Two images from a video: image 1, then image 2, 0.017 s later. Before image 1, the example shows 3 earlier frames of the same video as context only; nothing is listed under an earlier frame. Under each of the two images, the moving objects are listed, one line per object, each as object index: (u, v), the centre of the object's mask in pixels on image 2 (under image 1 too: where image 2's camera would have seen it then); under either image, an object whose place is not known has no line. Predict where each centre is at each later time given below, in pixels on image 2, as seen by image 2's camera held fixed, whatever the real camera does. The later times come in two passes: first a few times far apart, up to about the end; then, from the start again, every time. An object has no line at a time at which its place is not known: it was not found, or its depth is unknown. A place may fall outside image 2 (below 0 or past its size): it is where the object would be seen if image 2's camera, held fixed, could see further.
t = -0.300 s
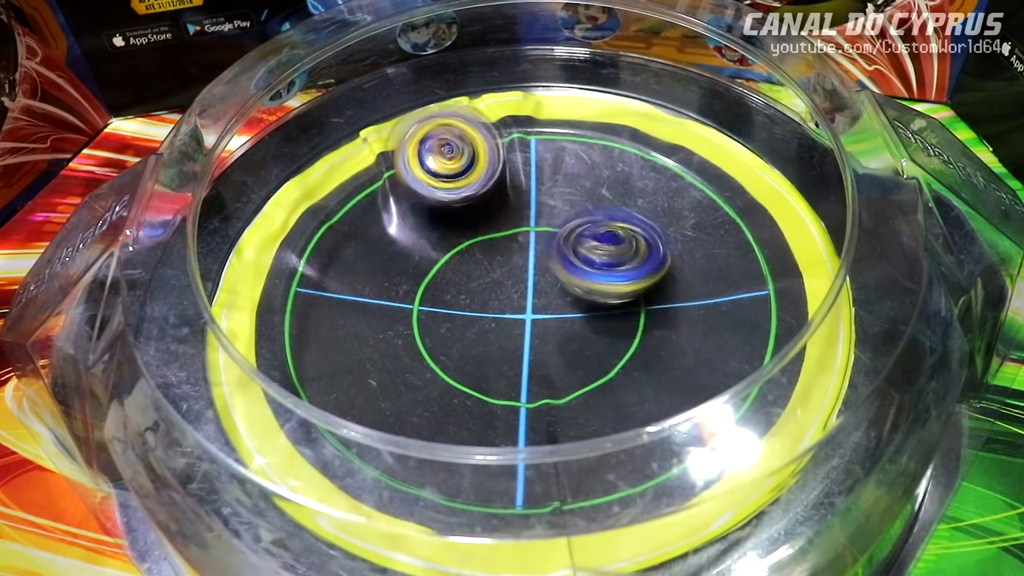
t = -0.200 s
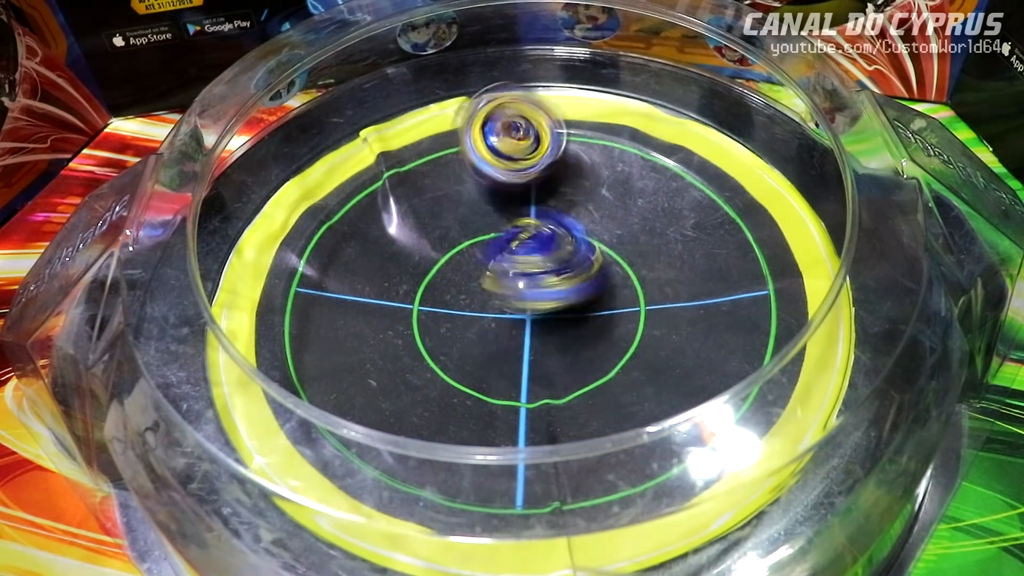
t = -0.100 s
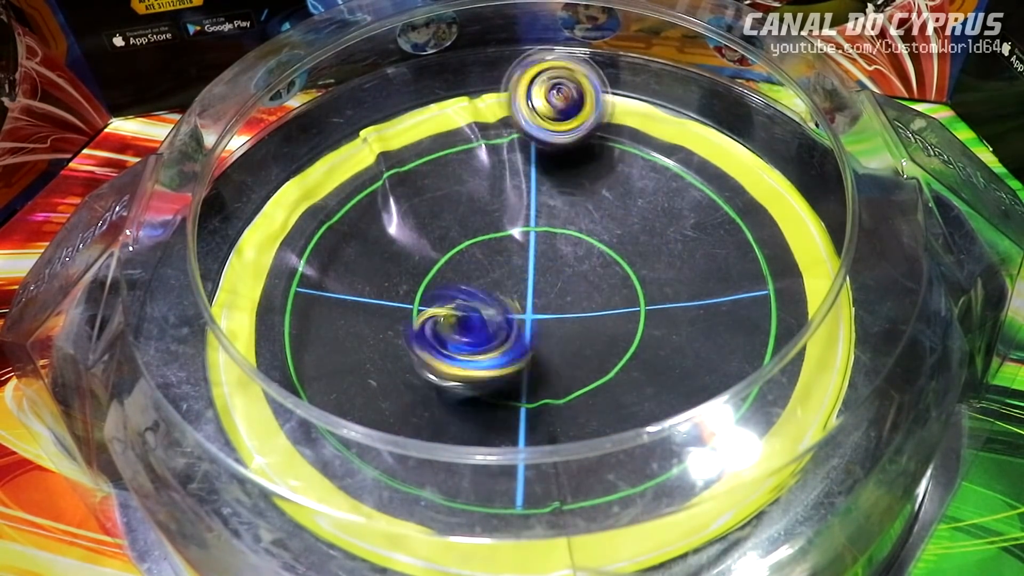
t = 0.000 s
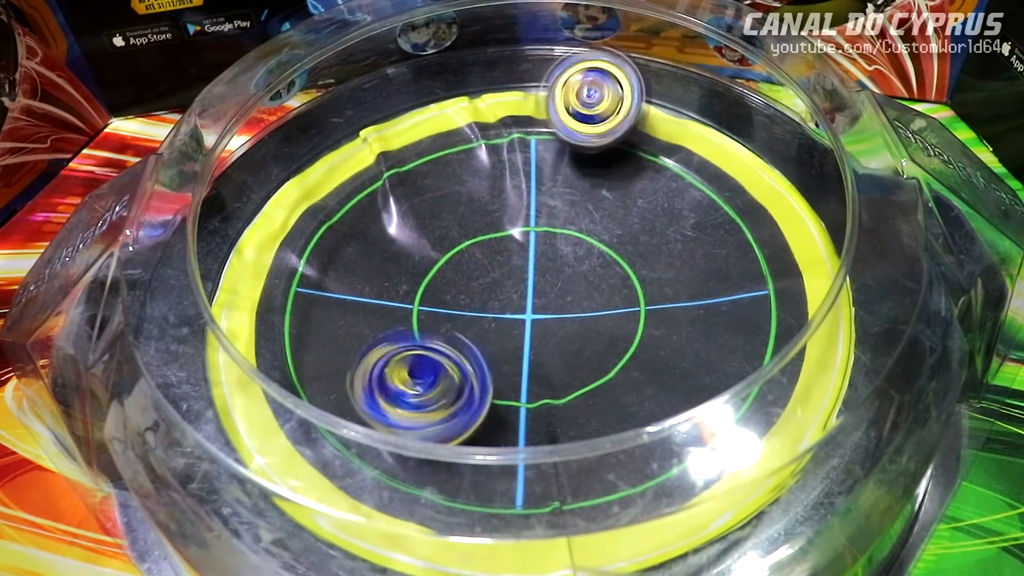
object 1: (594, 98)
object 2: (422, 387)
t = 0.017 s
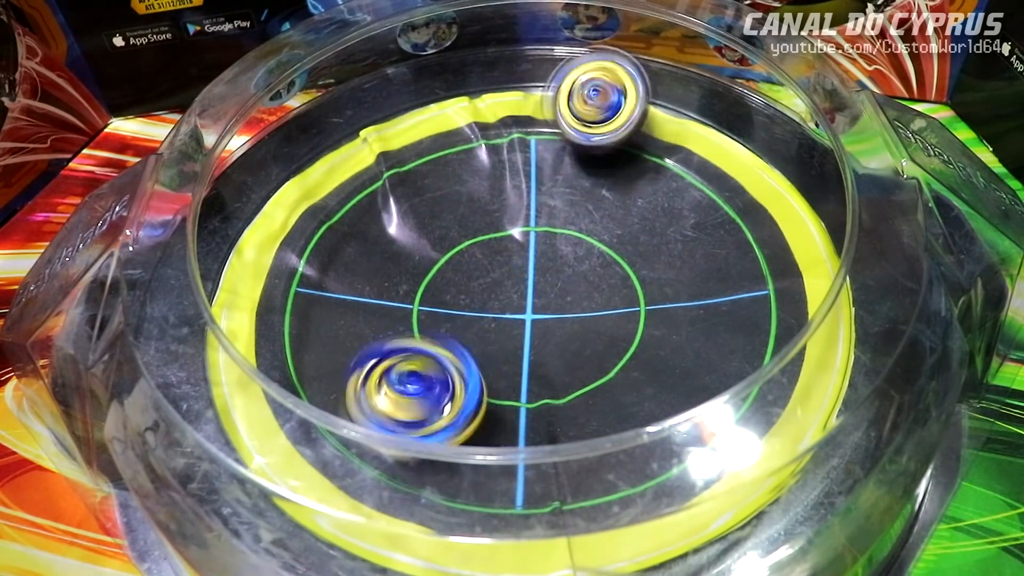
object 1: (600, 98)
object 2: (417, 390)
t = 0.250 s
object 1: (633, 169)
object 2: (489, 364)
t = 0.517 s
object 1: (553, 237)
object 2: (508, 346)
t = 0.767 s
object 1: (456, 209)
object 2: (538, 305)
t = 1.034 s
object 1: (451, 254)
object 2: (580, 267)
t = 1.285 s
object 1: (514, 284)
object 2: (606, 332)
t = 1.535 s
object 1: (531, 266)
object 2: (562, 392)
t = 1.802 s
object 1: (499, 268)
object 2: (542, 366)
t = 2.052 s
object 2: (521, 368)
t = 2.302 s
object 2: (514, 358)
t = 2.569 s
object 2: (500, 354)
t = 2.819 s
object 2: (499, 354)
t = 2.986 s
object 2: (499, 353)
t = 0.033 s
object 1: (605, 100)
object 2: (412, 390)
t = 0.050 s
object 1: (610, 101)
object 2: (408, 390)
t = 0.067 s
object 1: (614, 102)
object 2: (410, 391)
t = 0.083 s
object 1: (619, 104)
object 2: (411, 390)
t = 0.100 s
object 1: (625, 107)
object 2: (417, 390)
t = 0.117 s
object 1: (629, 111)
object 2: (421, 390)
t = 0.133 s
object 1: (632, 115)
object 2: (430, 389)
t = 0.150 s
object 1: (636, 118)
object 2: (440, 388)
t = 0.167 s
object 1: (639, 125)
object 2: (448, 385)
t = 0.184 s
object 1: (640, 131)
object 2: (456, 382)
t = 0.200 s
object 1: (640, 139)
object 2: (465, 377)
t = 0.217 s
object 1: (639, 148)
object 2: (474, 373)
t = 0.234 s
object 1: (636, 160)
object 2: (480, 369)
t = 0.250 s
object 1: (633, 169)
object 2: (489, 364)
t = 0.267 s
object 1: (627, 177)
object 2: (498, 360)
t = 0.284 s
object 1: (623, 188)
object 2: (505, 354)
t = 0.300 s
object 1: (620, 196)
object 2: (510, 350)
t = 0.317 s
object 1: (616, 205)
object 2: (518, 345)
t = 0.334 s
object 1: (609, 214)
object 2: (526, 341)
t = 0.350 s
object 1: (602, 224)
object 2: (533, 335)
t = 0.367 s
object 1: (593, 233)
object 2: (538, 330)
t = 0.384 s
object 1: (588, 241)
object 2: (543, 328)
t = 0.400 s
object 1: (586, 240)
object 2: (536, 334)
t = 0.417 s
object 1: (580, 239)
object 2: (529, 339)
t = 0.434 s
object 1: (577, 236)
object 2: (522, 343)
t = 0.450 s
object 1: (572, 237)
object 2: (516, 347)
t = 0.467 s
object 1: (569, 238)
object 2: (512, 348)
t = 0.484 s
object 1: (565, 239)
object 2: (507, 348)
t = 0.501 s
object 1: (559, 239)
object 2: (507, 348)
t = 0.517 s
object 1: (553, 237)
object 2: (508, 346)
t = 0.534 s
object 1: (546, 238)
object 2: (508, 347)
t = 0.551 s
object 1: (541, 238)
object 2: (514, 345)
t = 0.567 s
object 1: (534, 238)
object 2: (515, 346)
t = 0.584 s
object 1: (526, 236)
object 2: (521, 344)
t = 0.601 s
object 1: (518, 235)
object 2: (522, 342)
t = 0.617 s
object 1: (513, 233)
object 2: (528, 340)
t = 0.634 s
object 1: (505, 229)
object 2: (529, 338)
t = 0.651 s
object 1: (498, 226)
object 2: (534, 333)
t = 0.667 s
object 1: (491, 224)
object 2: (533, 329)
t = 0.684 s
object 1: (485, 222)
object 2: (536, 325)
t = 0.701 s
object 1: (480, 218)
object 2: (536, 320)
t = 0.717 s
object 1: (473, 214)
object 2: (537, 317)
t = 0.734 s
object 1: (466, 213)
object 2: (536, 313)
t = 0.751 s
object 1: (461, 211)
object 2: (539, 310)
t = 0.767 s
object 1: (456, 209)
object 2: (538, 305)
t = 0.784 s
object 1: (447, 208)
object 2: (539, 302)
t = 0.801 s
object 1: (439, 207)
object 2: (539, 297)
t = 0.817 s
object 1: (435, 207)
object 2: (541, 295)
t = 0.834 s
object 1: (430, 207)
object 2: (541, 292)
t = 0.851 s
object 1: (425, 209)
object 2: (543, 289)
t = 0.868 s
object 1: (422, 214)
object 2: (543, 286)
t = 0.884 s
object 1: (420, 217)
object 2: (544, 283)
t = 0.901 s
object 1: (420, 220)
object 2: (545, 279)
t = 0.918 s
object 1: (421, 223)
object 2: (546, 276)
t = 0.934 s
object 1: (424, 230)
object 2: (548, 272)
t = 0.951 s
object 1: (428, 236)
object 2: (548, 269)
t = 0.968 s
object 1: (432, 241)
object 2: (552, 266)
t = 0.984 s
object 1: (434, 243)
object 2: (561, 270)
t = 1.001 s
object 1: (439, 247)
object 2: (565, 271)
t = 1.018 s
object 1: (444, 250)
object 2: (574, 270)
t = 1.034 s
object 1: (451, 254)
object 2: (580, 267)
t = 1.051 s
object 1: (458, 258)
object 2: (586, 269)
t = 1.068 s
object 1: (466, 260)
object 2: (591, 271)
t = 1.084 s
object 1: (472, 264)
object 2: (592, 275)
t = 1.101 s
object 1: (477, 268)
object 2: (594, 277)
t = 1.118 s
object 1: (482, 270)
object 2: (592, 282)
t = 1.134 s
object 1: (487, 274)
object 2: (594, 283)
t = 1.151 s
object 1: (492, 276)
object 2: (591, 286)
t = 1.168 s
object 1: (493, 278)
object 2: (595, 288)
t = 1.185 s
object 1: (496, 278)
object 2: (596, 294)
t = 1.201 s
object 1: (498, 278)
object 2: (596, 297)
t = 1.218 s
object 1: (503, 279)
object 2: (599, 301)
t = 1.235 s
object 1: (508, 280)
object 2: (598, 312)
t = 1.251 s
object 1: (509, 282)
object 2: (599, 317)
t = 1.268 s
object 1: (512, 283)
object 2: (602, 325)
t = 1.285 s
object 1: (514, 284)
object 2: (606, 332)
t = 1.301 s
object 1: (517, 286)
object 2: (607, 341)
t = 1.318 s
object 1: (519, 285)
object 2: (606, 347)
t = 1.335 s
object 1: (520, 286)
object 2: (604, 351)
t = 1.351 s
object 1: (524, 287)
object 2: (602, 356)
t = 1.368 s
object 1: (524, 287)
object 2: (599, 361)
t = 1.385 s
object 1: (530, 287)
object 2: (594, 366)
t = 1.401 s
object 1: (532, 285)
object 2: (591, 369)
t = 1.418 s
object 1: (533, 287)
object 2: (588, 372)
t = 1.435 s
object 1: (535, 283)
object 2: (585, 376)
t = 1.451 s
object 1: (534, 282)
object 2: (582, 381)
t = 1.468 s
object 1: (537, 278)
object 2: (579, 384)
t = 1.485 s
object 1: (535, 274)
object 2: (575, 387)
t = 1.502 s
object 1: (534, 272)
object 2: (571, 389)
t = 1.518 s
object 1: (532, 269)
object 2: (566, 391)
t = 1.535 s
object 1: (531, 266)
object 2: (562, 392)
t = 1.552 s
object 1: (528, 262)
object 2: (557, 393)
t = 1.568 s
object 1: (525, 260)
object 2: (553, 393)
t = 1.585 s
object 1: (524, 258)
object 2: (550, 392)
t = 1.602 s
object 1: (519, 257)
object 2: (549, 391)
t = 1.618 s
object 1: (516, 256)
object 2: (547, 389)
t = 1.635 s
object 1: (511, 255)
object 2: (547, 387)
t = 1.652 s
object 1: (511, 255)
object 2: (548, 384)
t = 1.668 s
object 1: (507, 254)
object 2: (548, 382)
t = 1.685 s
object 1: (506, 257)
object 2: (548, 380)
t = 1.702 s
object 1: (503, 256)
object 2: (548, 378)
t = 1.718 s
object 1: (501, 258)
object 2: (547, 375)
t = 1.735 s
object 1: (499, 259)
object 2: (546, 374)
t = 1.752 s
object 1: (499, 261)
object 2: (545, 372)
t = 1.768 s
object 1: (499, 262)
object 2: (544, 370)
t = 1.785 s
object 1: (499, 265)
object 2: (543, 368)
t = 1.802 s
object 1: (499, 268)
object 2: (542, 366)
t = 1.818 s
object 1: (499, 269)
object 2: (541, 364)
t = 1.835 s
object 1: (501, 271)
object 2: (540, 363)
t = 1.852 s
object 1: (503, 272)
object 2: (540, 361)
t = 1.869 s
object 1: (508, 274)
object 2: (539, 359)
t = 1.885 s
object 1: (508, 275)
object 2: (539, 358)
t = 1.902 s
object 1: (512, 276)
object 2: (538, 357)
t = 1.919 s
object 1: (514, 276)
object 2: (537, 358)
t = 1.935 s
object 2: (534, 359)
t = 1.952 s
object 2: (532, 362)
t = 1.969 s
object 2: (528, 365)
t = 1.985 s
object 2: (525, 368)
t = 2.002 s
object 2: (523, 369)
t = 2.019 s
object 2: (521, 369)
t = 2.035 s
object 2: (521, 369)
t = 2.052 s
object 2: (521, 368)
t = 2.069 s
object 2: (523, 367)
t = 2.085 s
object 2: (525, 366)
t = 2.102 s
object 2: (527, 365)
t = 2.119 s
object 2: (528, 363)
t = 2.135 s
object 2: (529, 362)
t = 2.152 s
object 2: (530, 361)
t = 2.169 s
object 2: (530, 359)
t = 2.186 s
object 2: (529, 358)
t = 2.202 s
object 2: (528, 357)
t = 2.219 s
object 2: (527, 356)
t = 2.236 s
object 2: (525, 355)
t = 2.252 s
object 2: (523, 356)
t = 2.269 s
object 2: (522, 355)
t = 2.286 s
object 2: (518, 356)
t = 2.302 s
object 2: (514, 358)
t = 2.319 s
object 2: (512, 359)
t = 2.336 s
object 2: (509, 358)
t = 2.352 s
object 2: (508, 357)
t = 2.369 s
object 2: (506, 356)
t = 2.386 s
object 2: (505, 355)
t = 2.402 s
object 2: (504, 355)
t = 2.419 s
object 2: (505, 354)
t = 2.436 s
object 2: (505, 354)
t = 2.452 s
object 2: (506, 353)
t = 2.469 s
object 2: (506, 354)
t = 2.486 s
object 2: (507, 353)
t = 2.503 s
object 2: (507, 353)
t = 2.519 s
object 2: (506, 353)
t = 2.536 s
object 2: (505, 354)
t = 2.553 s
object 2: (502, 354)
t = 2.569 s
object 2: (500, 354)
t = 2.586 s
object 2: (498, 354)
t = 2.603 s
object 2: (497, 354)
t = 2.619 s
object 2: (496, 354)
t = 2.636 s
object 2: (496, 354)
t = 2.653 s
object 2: (496, 354)
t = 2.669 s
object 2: (496, 354)
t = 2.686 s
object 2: (496, 354)
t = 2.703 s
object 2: (497, 354)
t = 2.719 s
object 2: (497, 354)
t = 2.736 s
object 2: (497, 354)
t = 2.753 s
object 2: (498, 354)
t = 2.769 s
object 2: (498, 354)
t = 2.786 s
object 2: (498, 354)
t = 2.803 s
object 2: (498, 354)
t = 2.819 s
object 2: (499, 354)
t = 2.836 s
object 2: (499, 354)
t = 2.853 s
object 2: (499, 354)
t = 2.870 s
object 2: (499, 354)
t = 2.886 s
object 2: (499, 354)
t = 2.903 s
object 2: (499, 354)
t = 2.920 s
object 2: (499, 354)
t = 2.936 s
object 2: (499, 354)
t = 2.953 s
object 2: (499, 354)
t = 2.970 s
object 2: (499, 353)
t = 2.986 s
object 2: (499, 353)
